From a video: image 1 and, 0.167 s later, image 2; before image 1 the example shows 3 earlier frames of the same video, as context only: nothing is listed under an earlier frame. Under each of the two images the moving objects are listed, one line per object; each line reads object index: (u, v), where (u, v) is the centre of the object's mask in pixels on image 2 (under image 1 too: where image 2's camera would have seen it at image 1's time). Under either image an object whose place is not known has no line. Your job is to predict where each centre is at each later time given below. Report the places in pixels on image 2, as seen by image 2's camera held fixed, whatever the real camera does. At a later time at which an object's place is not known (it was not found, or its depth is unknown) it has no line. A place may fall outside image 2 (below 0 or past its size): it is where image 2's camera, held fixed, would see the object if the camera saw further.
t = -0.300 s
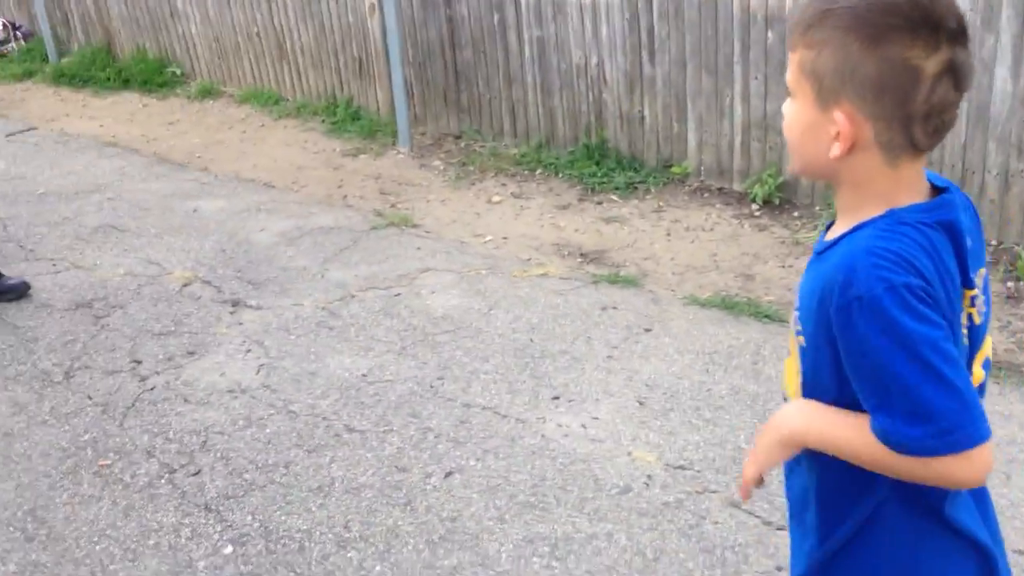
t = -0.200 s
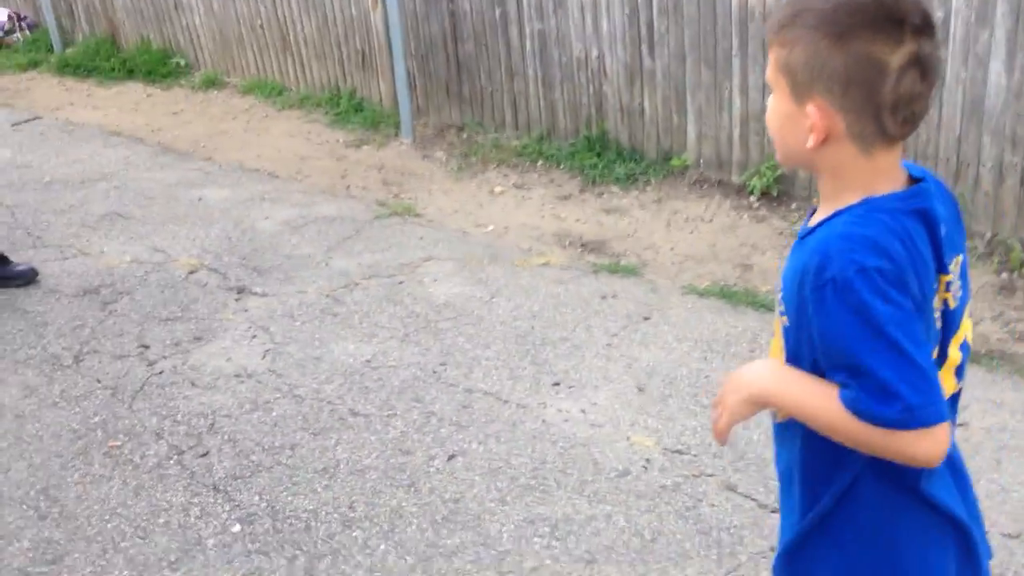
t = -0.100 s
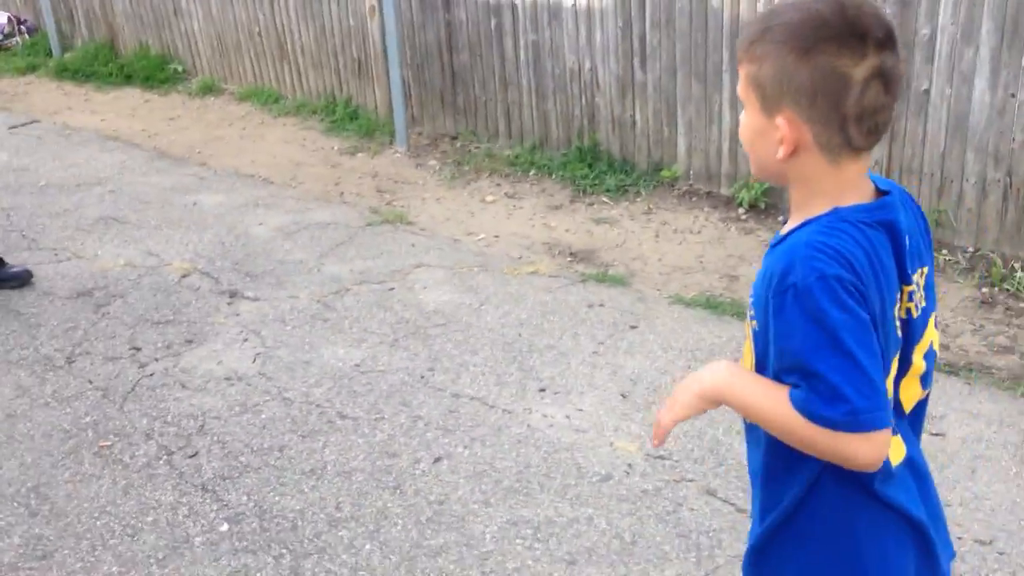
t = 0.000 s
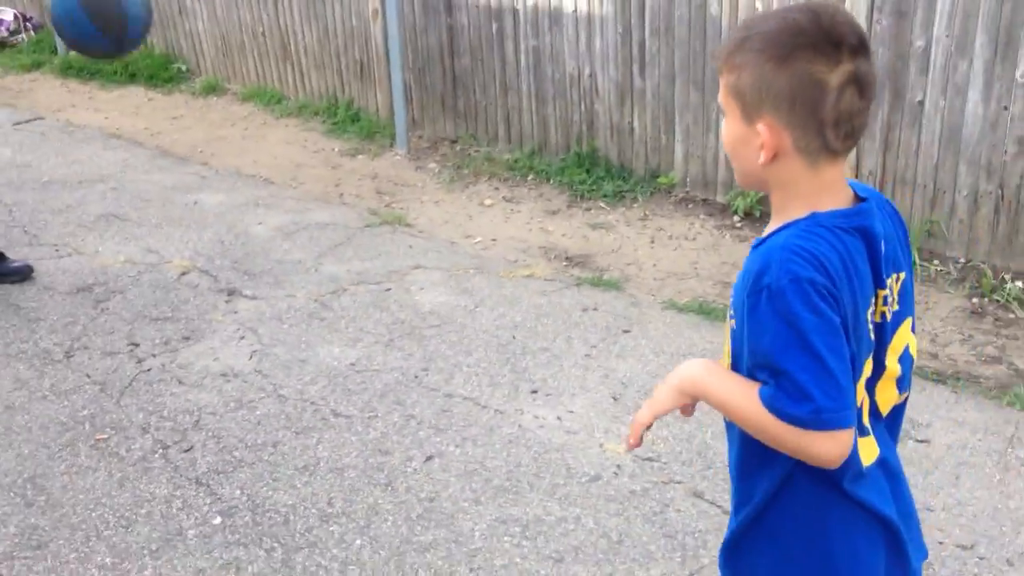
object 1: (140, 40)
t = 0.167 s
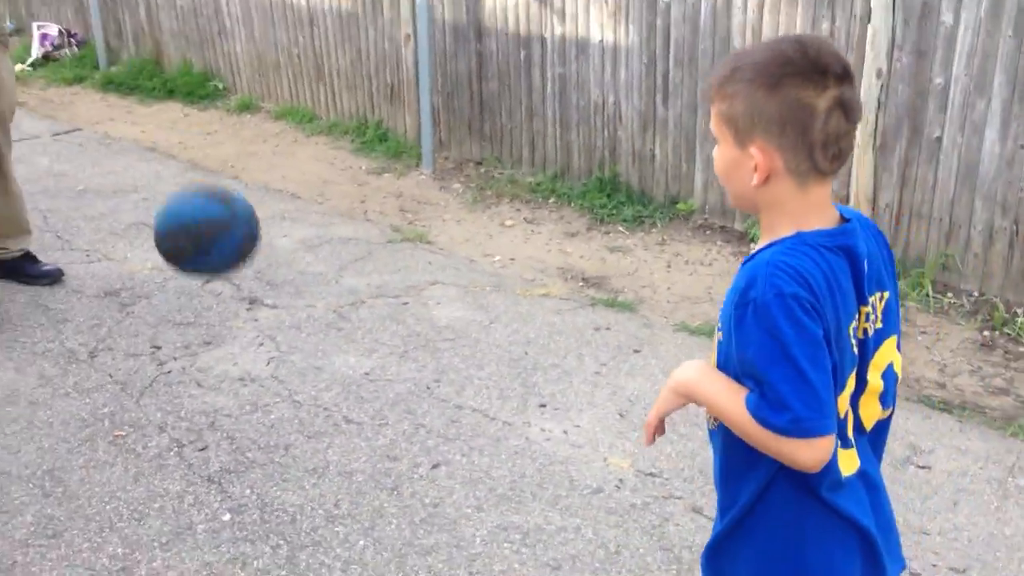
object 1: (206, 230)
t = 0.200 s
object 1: (220, 286)
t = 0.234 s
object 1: (238, 347)
